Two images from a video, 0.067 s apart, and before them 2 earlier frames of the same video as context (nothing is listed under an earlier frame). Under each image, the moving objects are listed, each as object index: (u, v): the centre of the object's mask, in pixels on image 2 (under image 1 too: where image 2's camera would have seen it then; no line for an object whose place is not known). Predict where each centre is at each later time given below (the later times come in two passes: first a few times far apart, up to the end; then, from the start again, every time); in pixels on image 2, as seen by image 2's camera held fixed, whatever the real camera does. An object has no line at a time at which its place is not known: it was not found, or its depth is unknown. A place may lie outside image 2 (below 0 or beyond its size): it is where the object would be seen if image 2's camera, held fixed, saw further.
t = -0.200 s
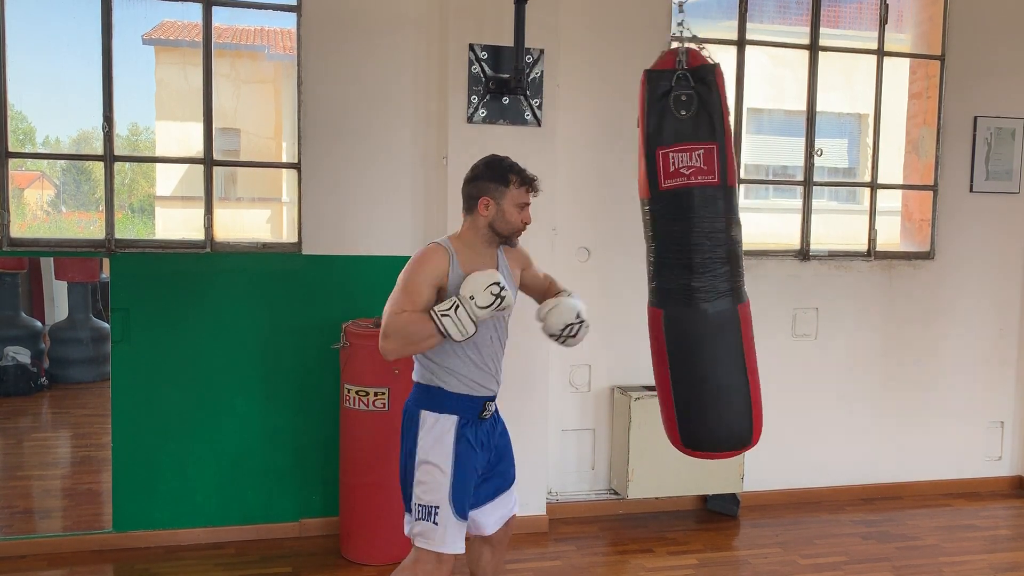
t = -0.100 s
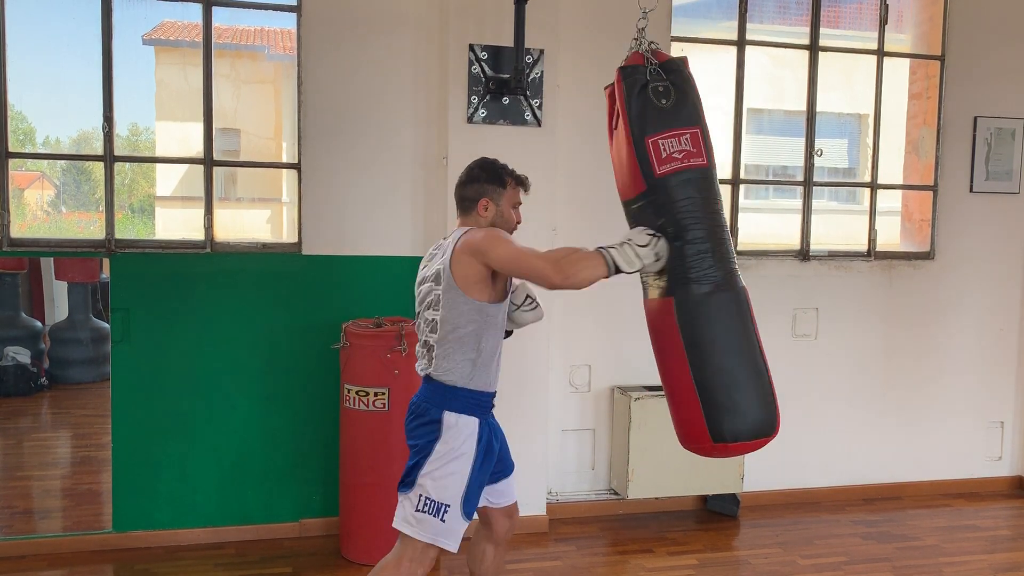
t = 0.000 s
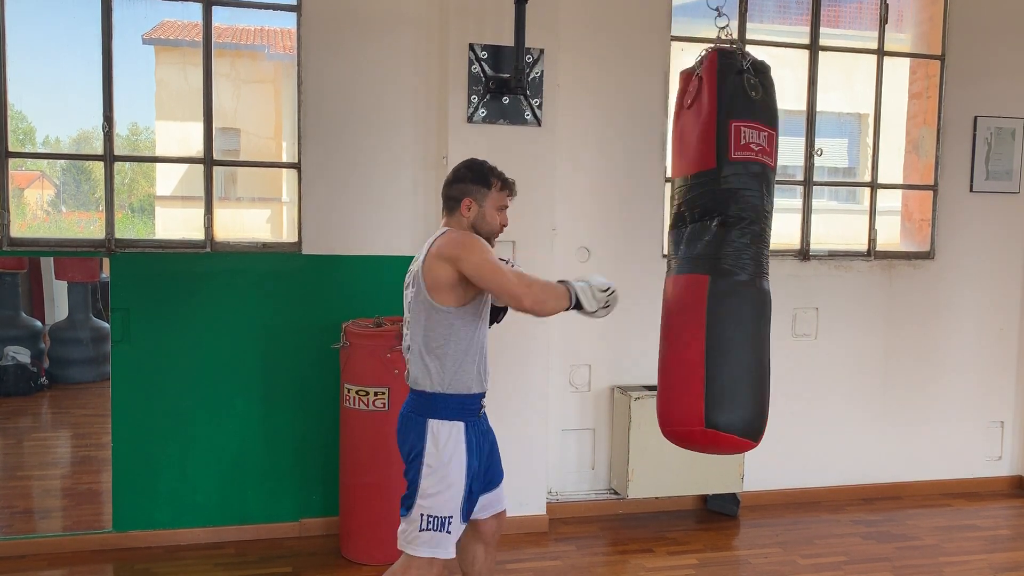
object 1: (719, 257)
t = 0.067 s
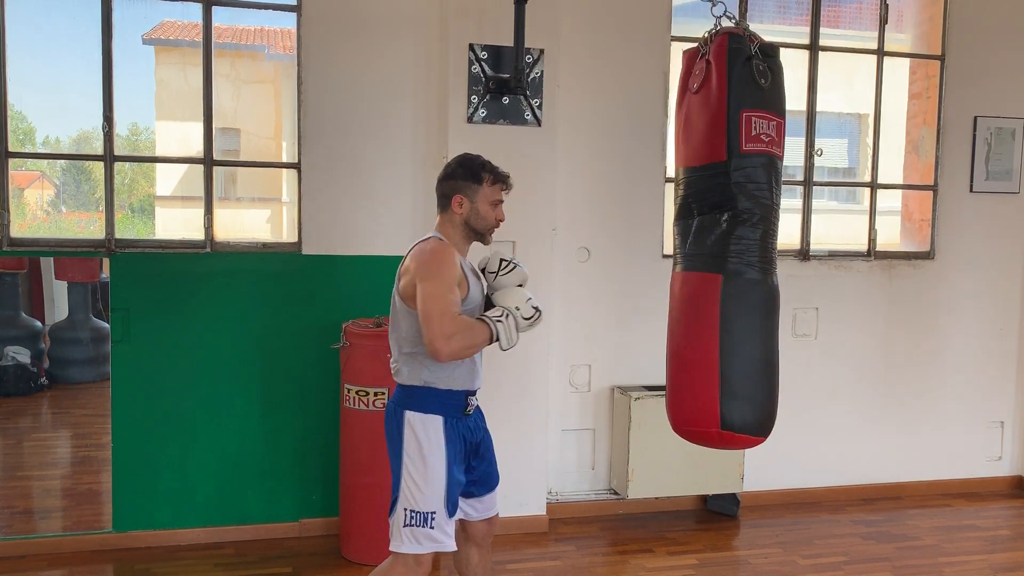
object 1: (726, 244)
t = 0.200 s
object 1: (725, 254)
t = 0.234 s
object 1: (721, 262)
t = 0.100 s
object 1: (729, 240)
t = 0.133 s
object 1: (730, 243)
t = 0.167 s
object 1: (729, 246)
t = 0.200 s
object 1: (725, 254)
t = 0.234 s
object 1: (721, 262)
